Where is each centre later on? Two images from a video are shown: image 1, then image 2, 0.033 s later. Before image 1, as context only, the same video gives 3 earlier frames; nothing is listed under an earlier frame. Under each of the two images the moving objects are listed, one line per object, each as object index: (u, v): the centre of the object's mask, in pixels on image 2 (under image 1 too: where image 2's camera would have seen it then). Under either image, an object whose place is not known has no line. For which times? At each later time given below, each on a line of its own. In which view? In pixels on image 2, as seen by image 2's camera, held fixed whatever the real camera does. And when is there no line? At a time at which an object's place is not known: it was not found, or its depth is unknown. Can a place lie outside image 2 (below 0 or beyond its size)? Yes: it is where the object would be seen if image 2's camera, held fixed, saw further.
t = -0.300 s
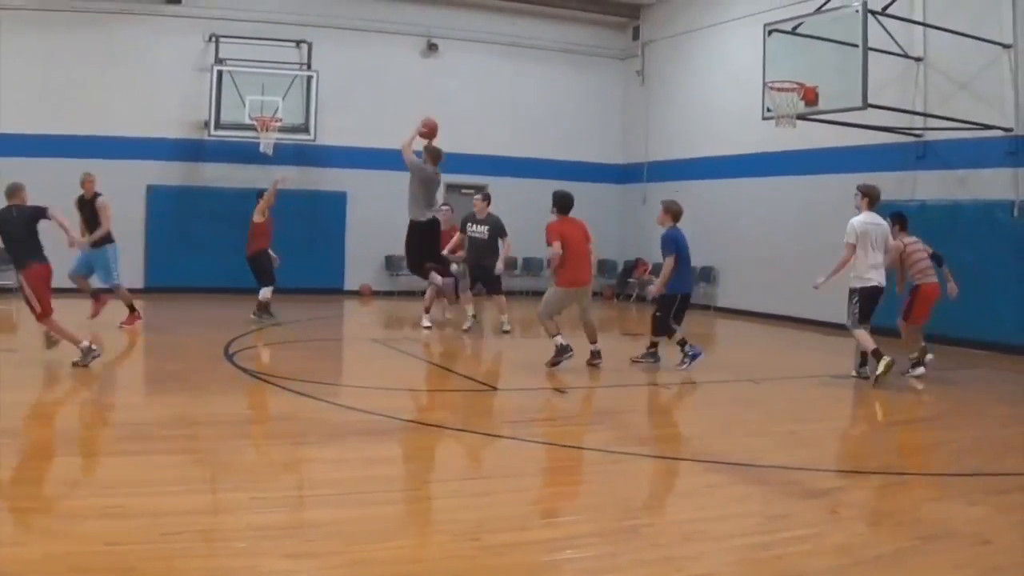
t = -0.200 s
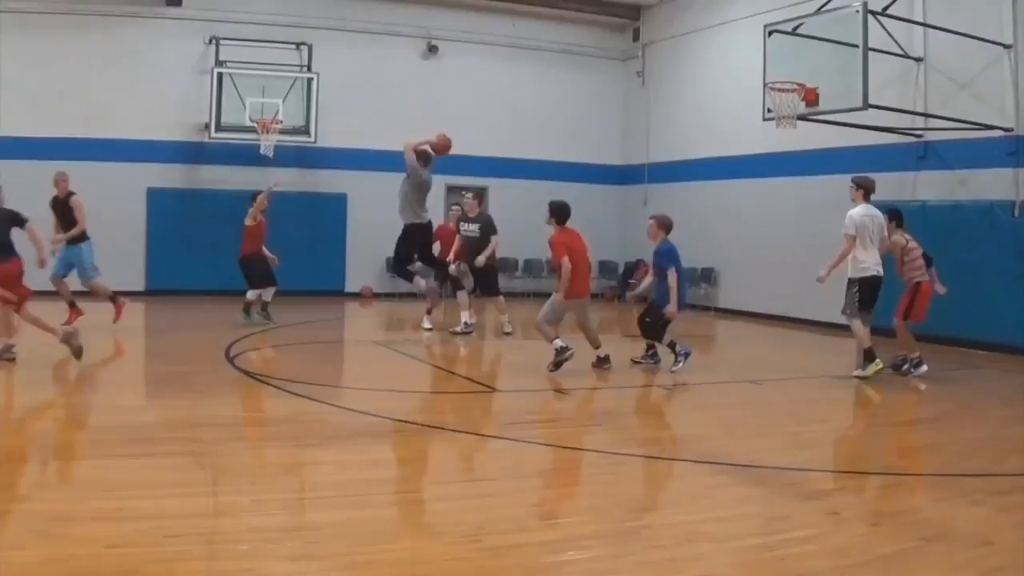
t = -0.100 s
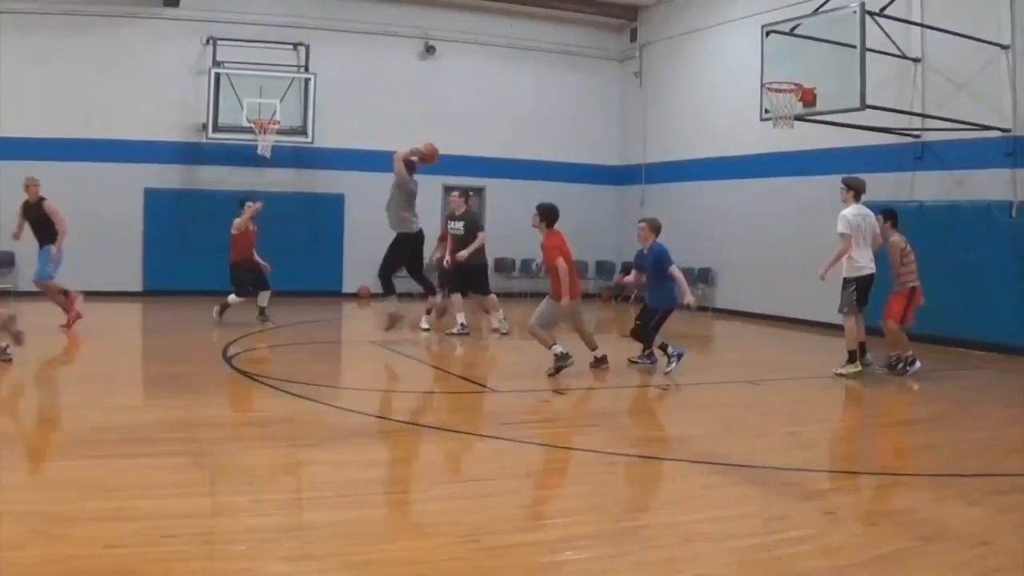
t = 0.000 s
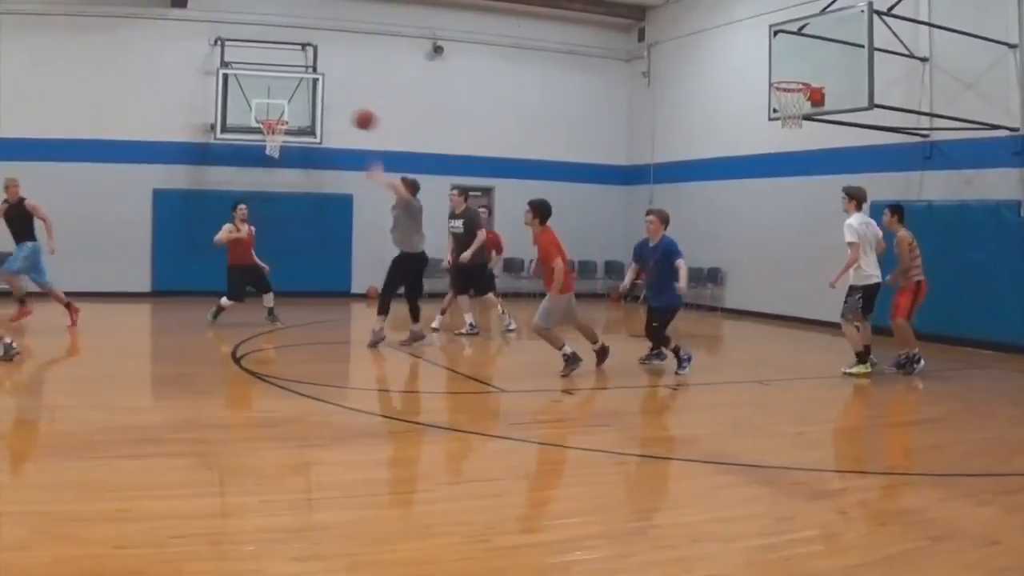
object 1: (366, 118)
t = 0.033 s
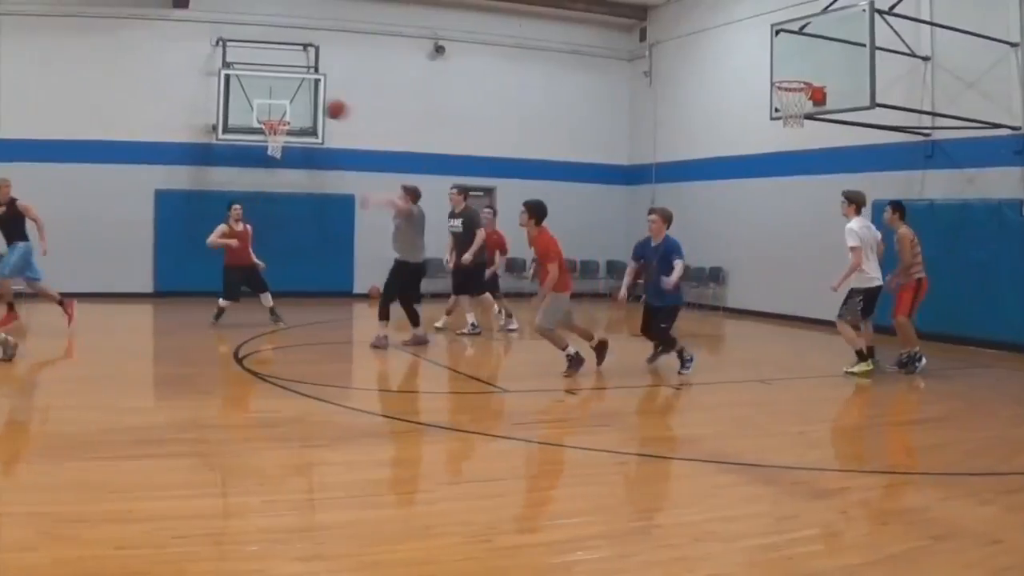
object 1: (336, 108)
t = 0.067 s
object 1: (305, 99)
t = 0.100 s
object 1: (274, 91)
